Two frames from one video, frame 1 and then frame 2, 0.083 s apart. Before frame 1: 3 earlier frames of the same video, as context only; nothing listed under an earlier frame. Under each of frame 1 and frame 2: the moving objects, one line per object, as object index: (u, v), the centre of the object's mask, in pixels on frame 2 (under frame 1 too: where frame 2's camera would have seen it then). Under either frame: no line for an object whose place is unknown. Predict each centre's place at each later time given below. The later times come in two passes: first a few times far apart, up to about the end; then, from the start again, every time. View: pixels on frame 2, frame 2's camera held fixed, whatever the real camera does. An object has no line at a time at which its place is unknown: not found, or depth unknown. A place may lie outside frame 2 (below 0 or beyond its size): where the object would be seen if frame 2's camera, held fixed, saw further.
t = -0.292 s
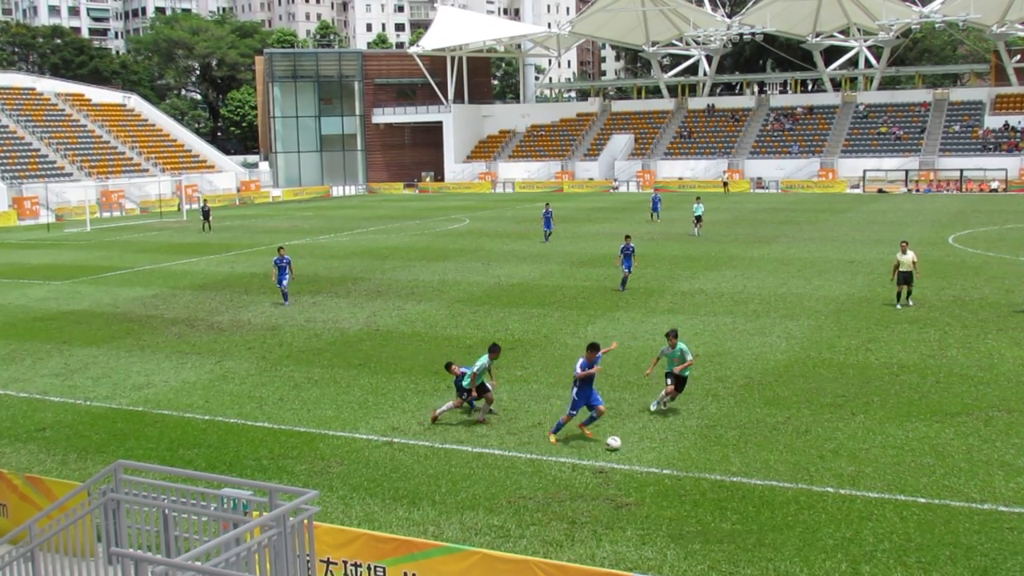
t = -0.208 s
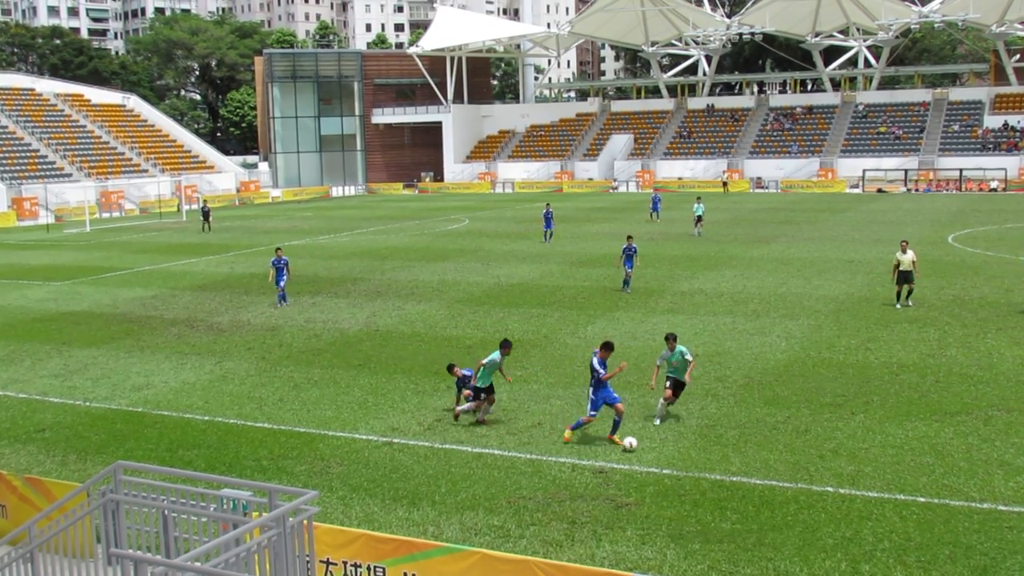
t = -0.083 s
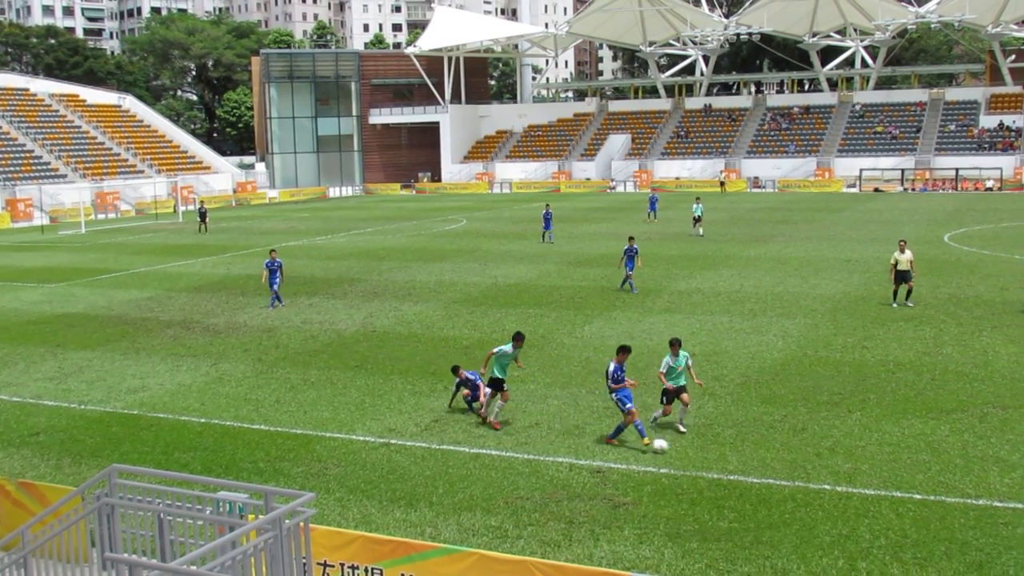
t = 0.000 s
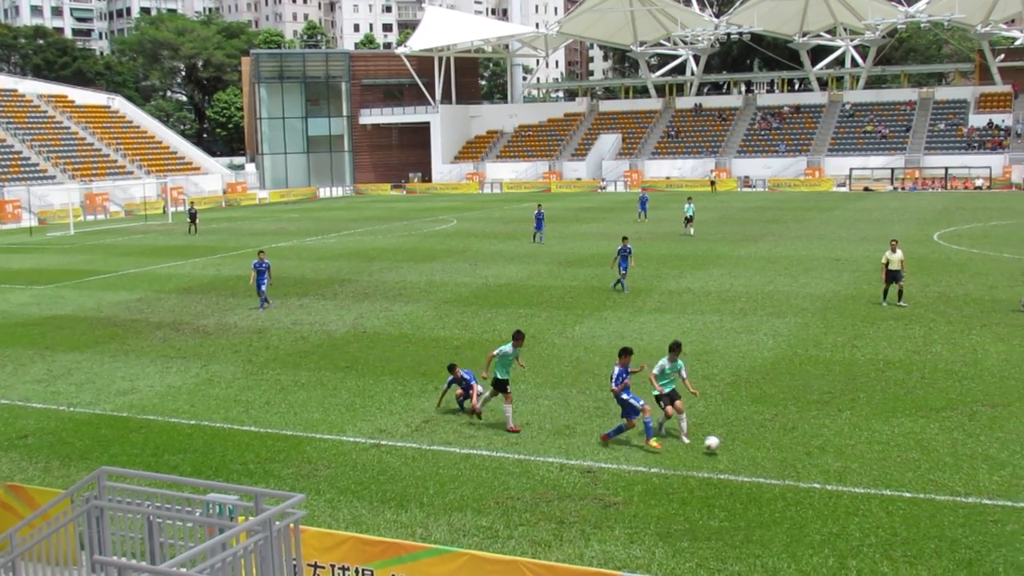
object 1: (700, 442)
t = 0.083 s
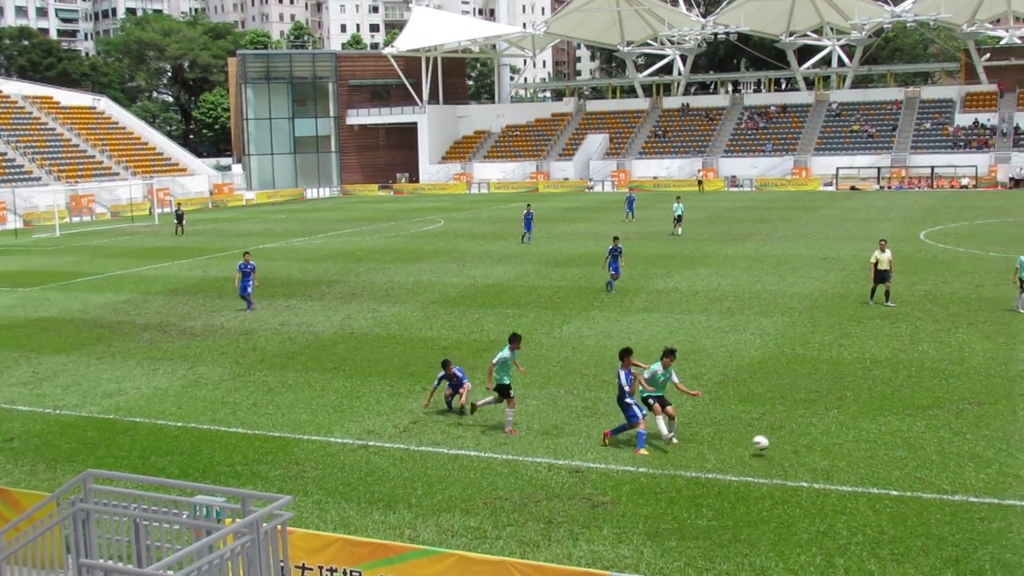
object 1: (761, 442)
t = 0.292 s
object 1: (900, 450)
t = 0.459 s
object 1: (1004, 457)
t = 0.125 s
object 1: (791, 444)
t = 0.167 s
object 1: (817, 447)
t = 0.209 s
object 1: (847, 452)
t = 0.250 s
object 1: (874, 451)
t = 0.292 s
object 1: (900, 450)
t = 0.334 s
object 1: (926, 449)
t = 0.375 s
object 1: (951, 450)
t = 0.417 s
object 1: (978, 453)
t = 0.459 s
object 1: (1004, 457)
